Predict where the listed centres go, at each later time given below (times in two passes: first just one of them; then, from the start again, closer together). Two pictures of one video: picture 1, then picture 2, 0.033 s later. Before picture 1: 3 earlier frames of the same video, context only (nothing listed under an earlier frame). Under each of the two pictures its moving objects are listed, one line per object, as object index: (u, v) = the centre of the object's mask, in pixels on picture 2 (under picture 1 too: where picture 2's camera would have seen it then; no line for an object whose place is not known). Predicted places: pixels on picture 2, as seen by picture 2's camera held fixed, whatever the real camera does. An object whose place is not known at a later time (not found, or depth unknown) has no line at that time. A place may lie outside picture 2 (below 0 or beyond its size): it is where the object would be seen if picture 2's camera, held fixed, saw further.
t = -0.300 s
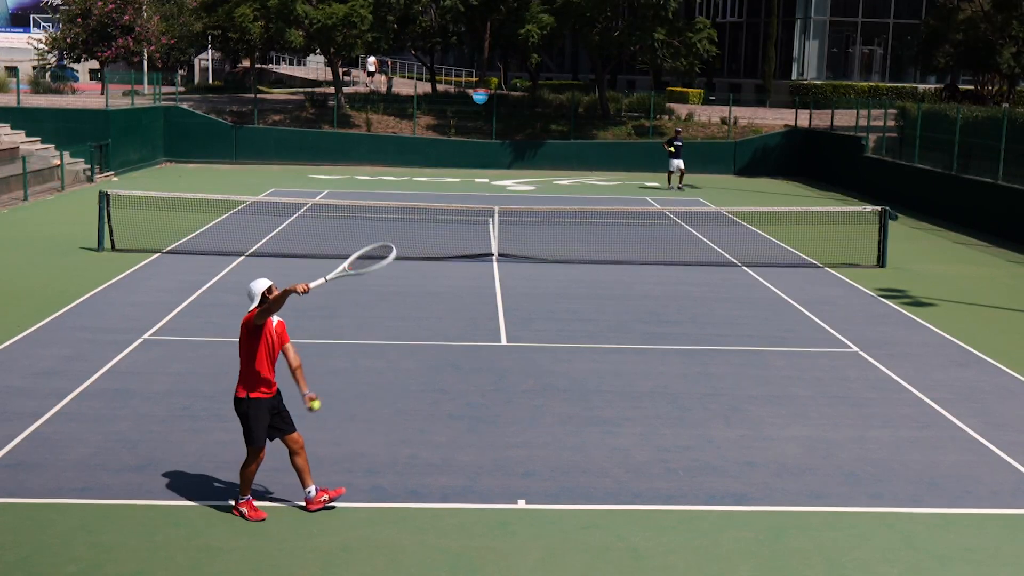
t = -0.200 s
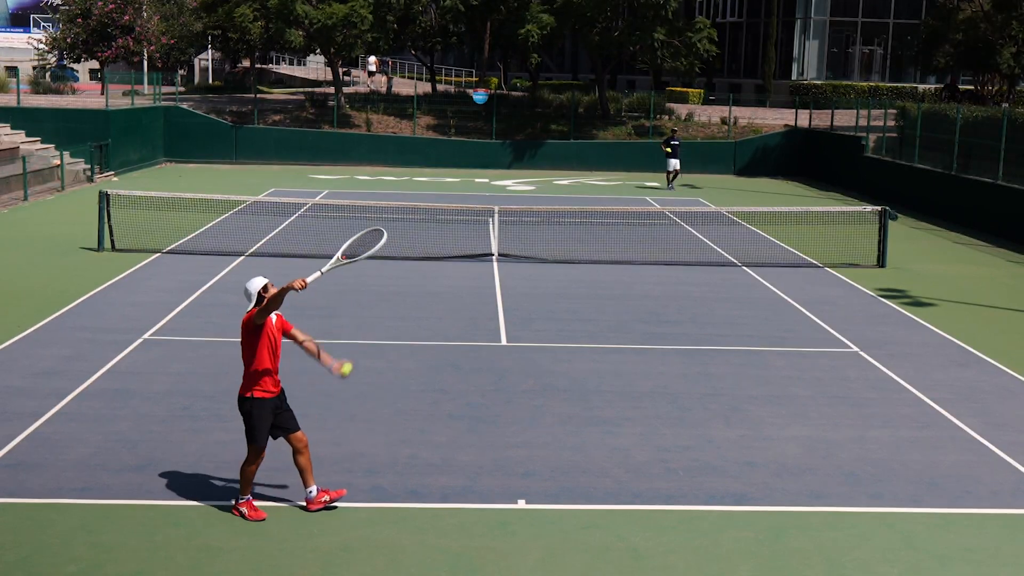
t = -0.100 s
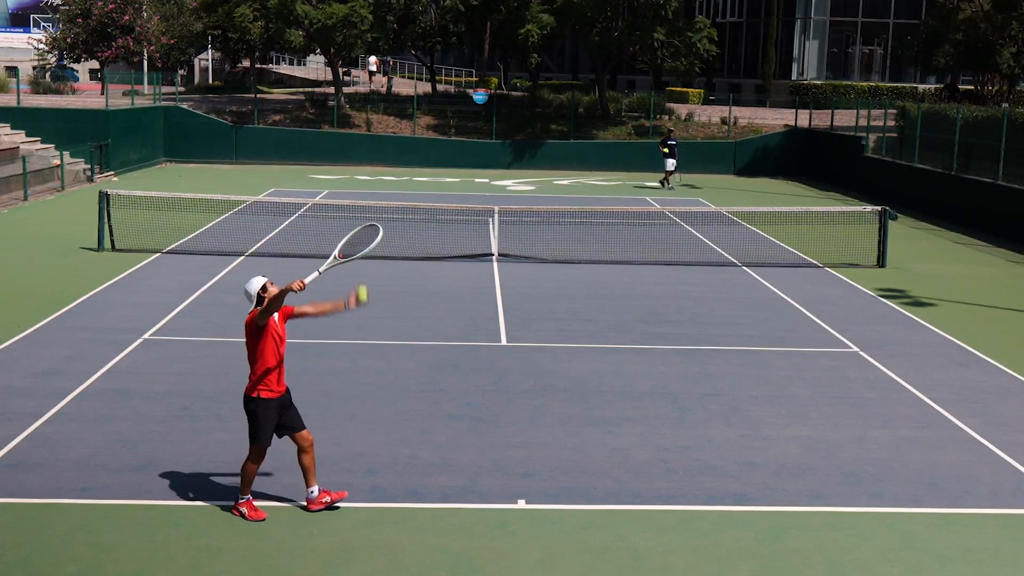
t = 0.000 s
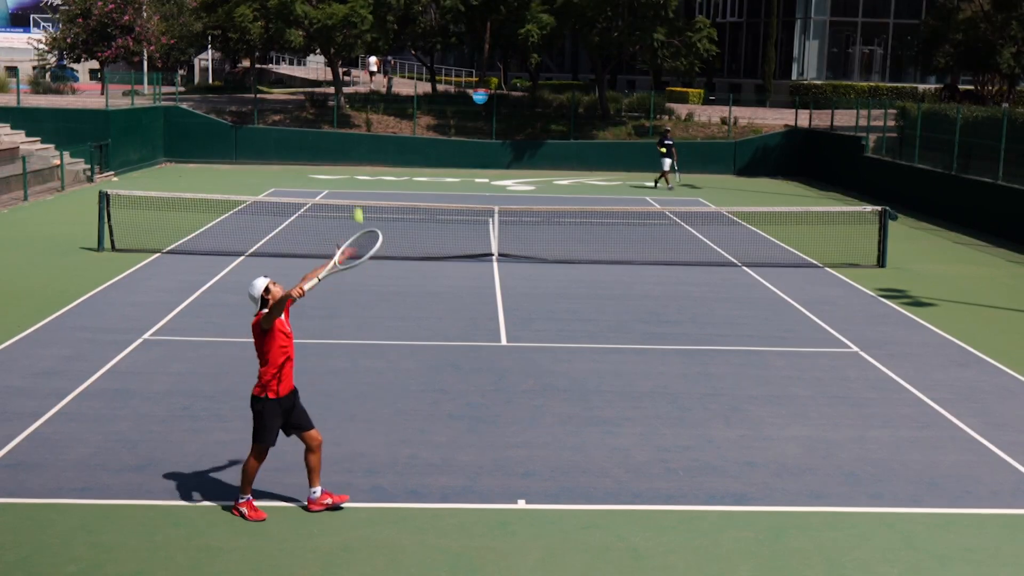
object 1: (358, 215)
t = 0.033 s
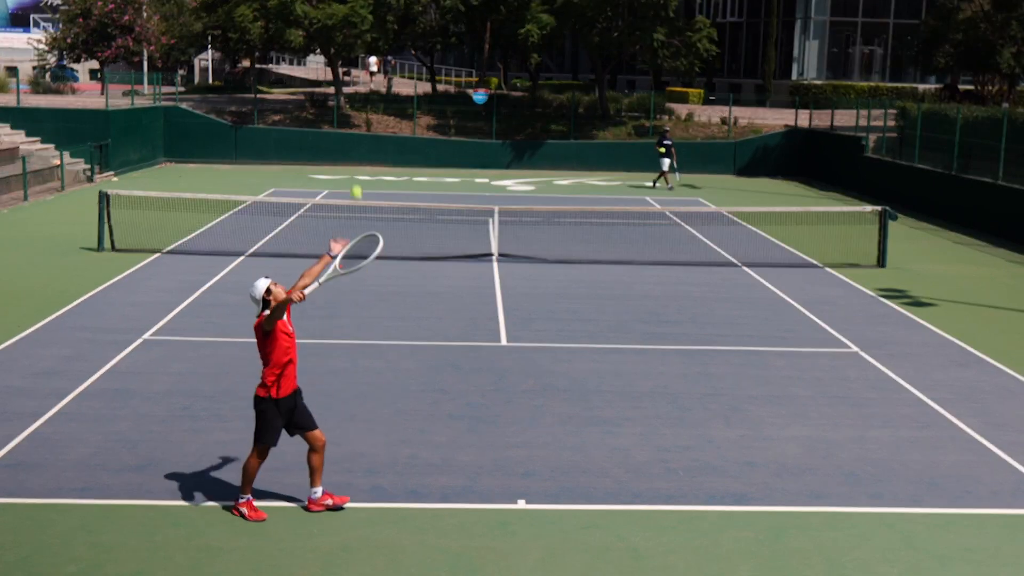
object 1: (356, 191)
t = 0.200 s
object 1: (348, 102)
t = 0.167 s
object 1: (350, 116)
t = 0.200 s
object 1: (348, 102)
